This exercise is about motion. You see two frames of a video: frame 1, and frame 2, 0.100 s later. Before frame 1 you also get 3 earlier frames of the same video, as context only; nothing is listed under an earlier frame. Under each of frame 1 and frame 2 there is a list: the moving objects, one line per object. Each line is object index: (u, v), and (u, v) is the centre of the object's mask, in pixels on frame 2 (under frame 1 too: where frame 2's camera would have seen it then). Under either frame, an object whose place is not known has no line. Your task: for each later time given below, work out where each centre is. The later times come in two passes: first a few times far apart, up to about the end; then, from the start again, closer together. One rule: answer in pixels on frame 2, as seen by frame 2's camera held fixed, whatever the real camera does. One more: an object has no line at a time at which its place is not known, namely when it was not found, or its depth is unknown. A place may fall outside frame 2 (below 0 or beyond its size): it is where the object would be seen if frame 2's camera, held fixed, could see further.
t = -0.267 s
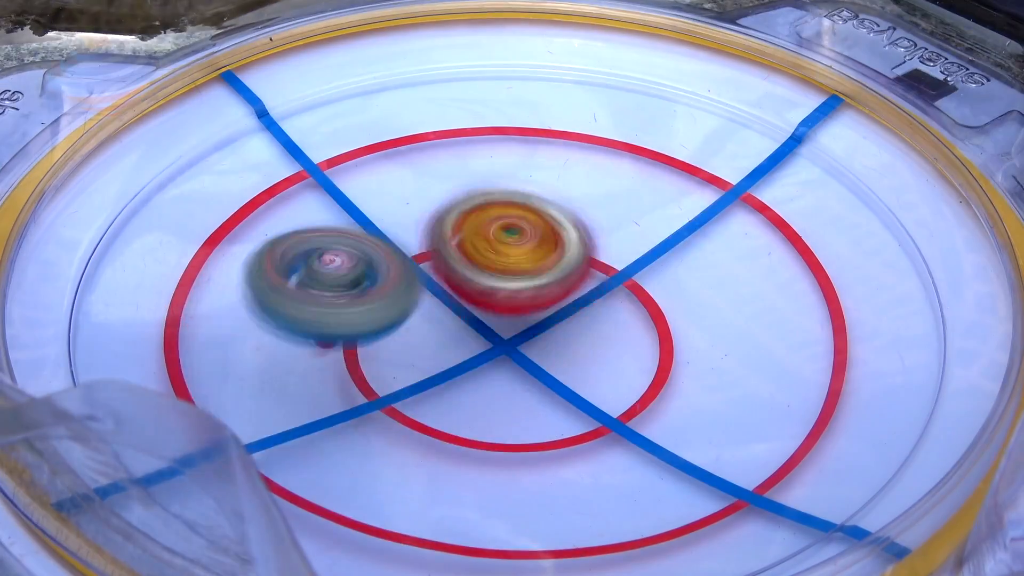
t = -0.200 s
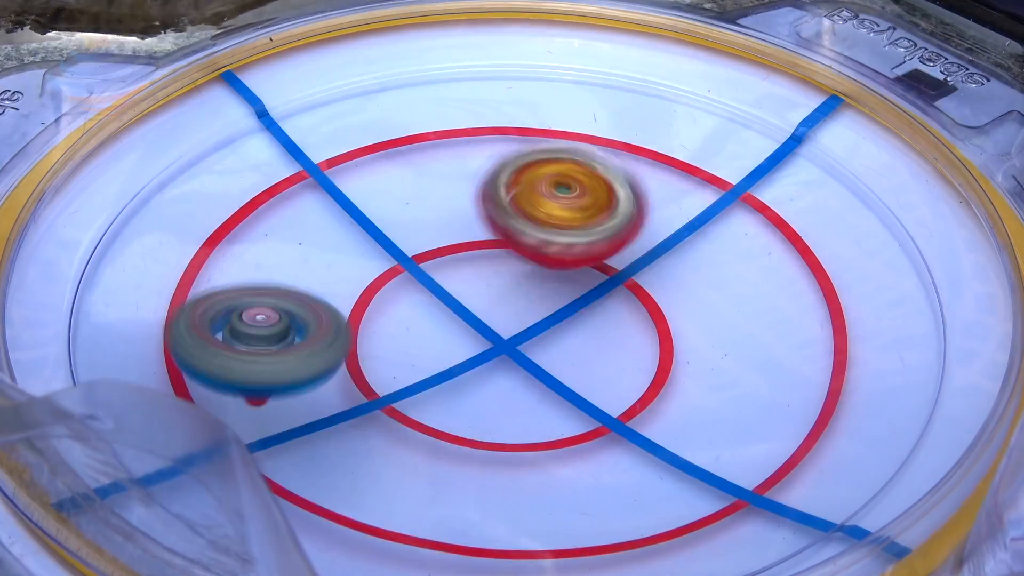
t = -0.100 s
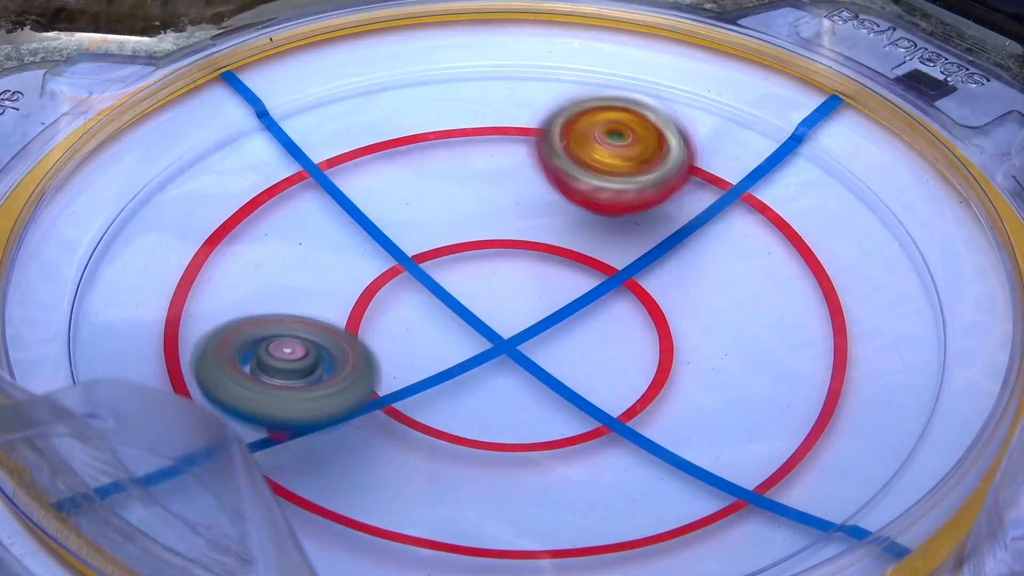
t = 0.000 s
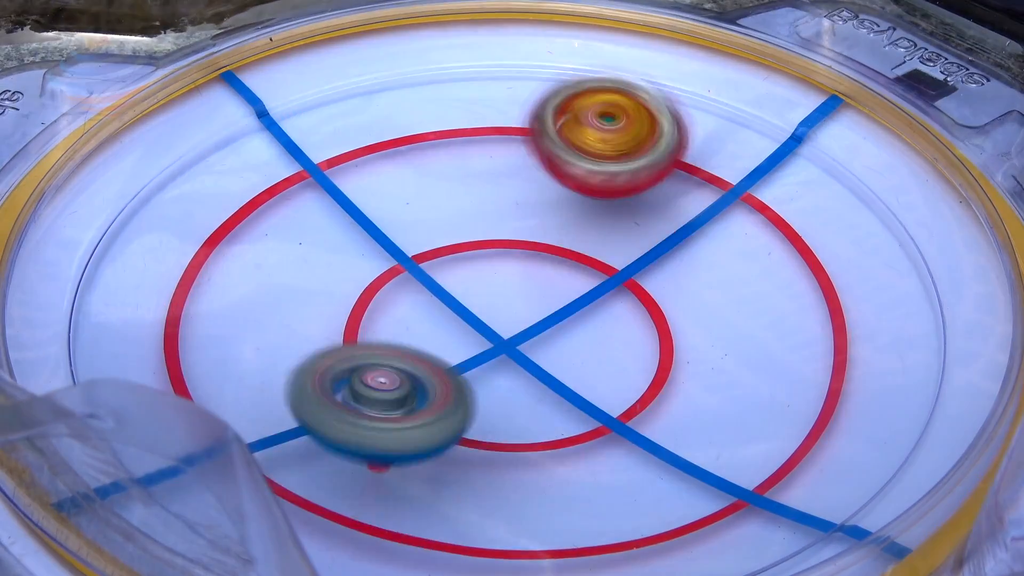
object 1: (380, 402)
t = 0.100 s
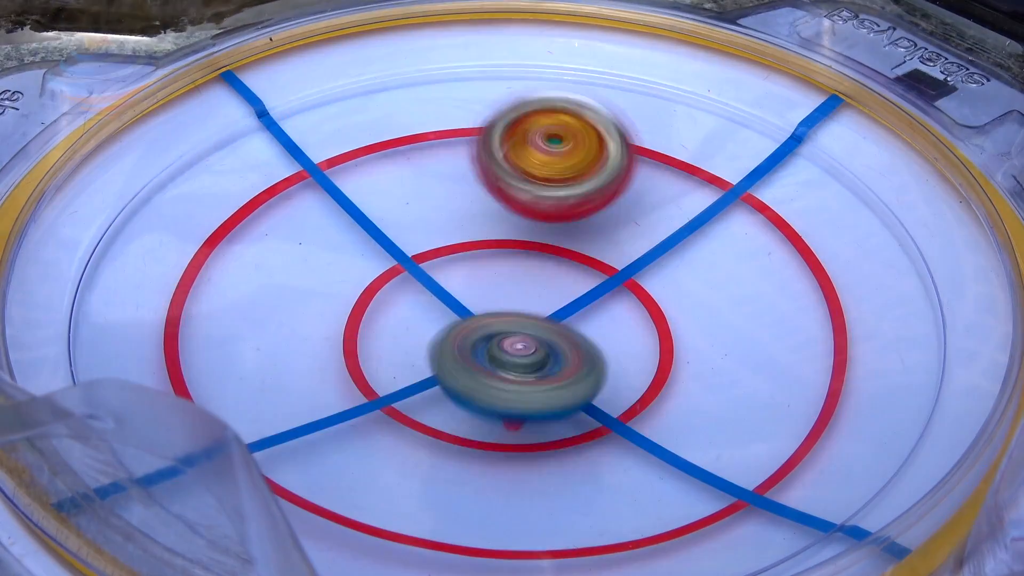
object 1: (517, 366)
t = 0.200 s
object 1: (503, 276)
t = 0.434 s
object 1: (227, 210)
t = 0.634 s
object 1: (246, 338)
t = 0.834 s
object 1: (299, 320)
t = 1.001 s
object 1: (640, 280)
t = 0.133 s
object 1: (533, 329)
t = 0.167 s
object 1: (521, 294)
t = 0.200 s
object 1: (503, 276)
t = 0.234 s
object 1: (483, 287)
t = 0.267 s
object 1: (447, 269)
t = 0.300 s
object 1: (404, 259)
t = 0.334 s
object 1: (364, 246)
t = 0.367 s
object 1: (322, 235)
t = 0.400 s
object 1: (276, 217)
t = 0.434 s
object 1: (227, 210)
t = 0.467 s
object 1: (169, 207)
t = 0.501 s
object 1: (112, 214)
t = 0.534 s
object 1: (119, 254)
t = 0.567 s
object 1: (153, 305)
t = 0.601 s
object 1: (186, 331)
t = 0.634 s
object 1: (246, 338)
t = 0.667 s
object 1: (312, 335)
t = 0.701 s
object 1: (374, 318)
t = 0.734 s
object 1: (270, 362)
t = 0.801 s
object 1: (206, 372)
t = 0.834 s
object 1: (299, 320)
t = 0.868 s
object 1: (394, 298)
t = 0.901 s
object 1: (494, 309)
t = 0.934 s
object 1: (585, 354)
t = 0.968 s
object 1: (638, 356)
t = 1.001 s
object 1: (640, 280)
